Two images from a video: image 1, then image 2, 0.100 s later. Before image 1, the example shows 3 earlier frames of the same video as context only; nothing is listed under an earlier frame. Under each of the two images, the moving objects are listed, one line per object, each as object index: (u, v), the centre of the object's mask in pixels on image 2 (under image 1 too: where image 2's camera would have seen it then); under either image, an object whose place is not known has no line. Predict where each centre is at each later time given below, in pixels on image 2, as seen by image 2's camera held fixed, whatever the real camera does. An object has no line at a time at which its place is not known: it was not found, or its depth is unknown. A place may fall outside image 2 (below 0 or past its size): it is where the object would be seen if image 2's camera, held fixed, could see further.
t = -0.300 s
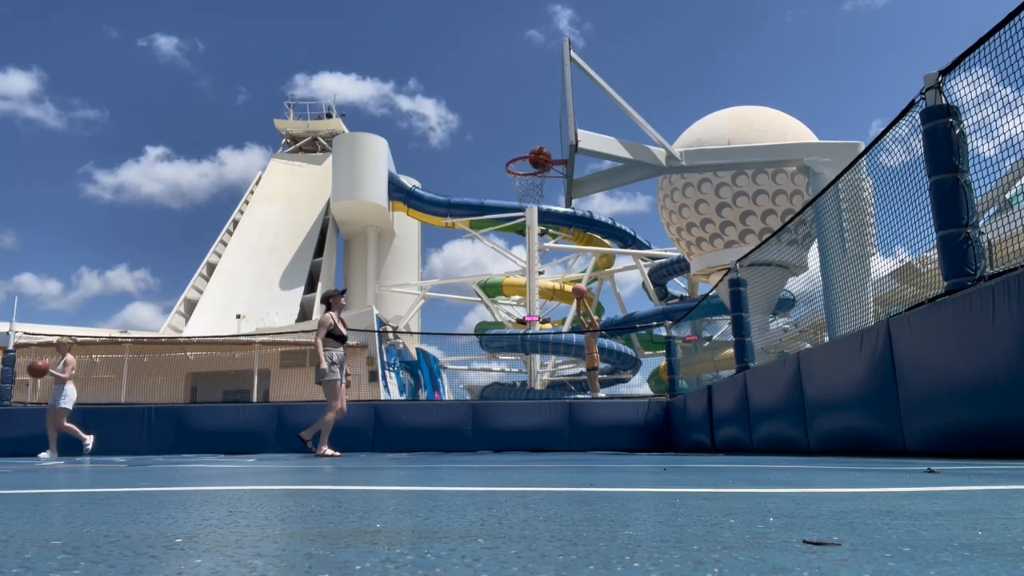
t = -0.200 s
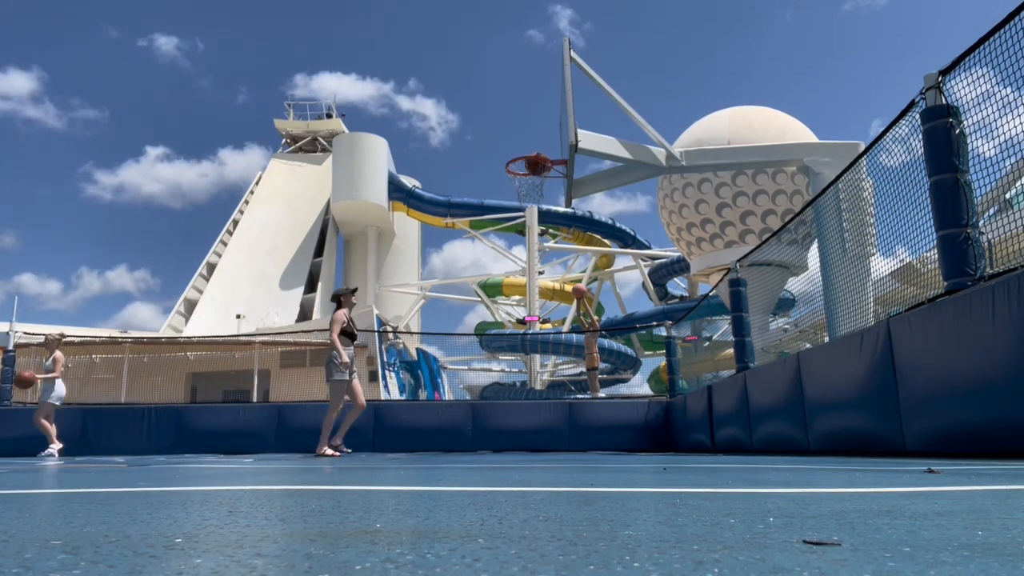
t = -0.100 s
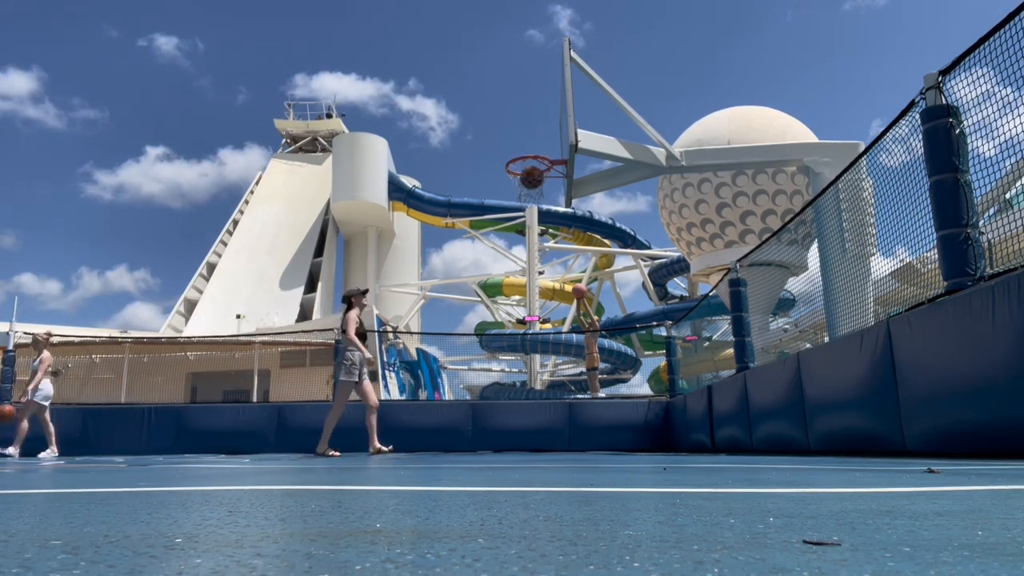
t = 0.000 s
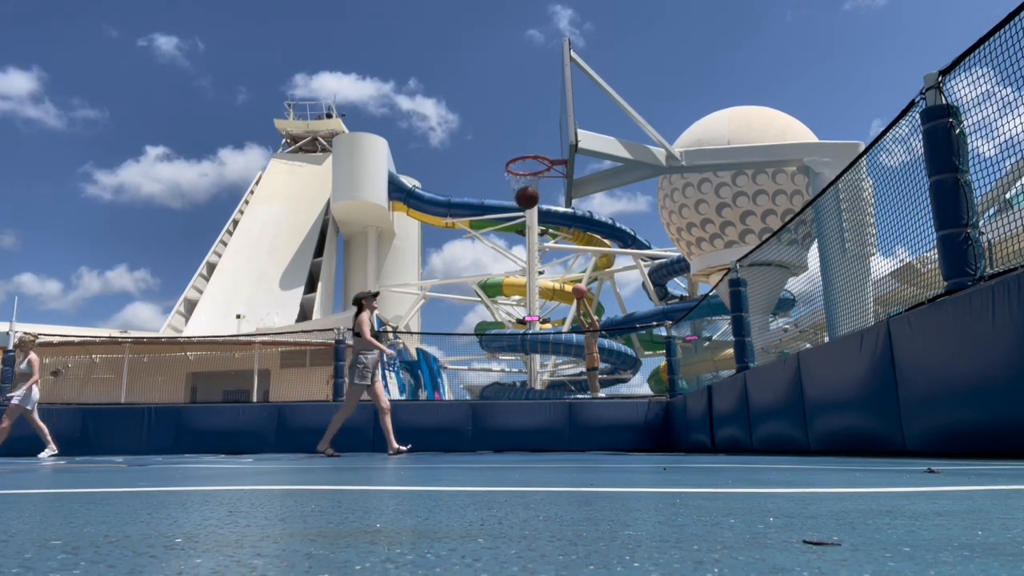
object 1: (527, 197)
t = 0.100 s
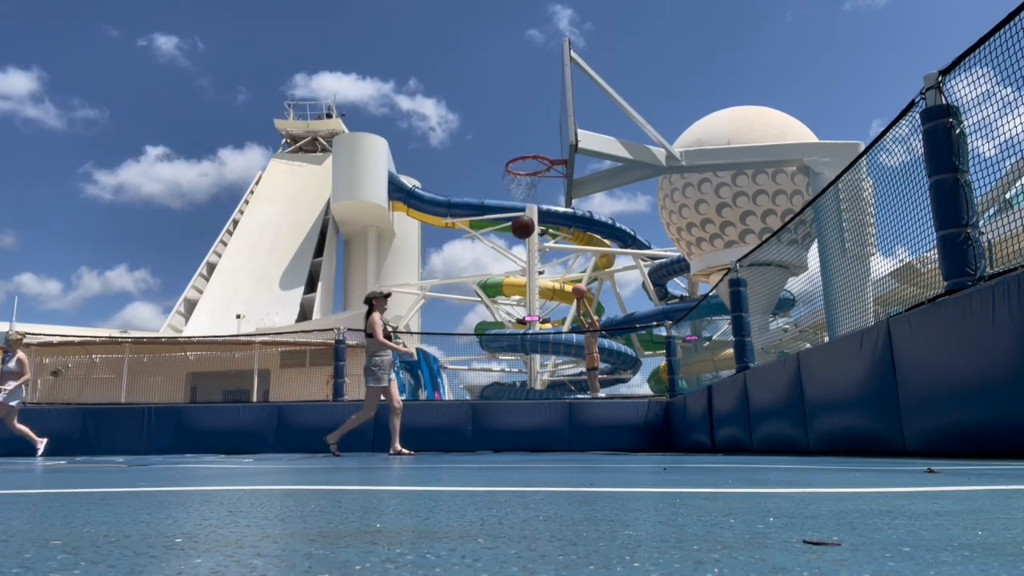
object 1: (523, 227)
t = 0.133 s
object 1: (521, 239)
